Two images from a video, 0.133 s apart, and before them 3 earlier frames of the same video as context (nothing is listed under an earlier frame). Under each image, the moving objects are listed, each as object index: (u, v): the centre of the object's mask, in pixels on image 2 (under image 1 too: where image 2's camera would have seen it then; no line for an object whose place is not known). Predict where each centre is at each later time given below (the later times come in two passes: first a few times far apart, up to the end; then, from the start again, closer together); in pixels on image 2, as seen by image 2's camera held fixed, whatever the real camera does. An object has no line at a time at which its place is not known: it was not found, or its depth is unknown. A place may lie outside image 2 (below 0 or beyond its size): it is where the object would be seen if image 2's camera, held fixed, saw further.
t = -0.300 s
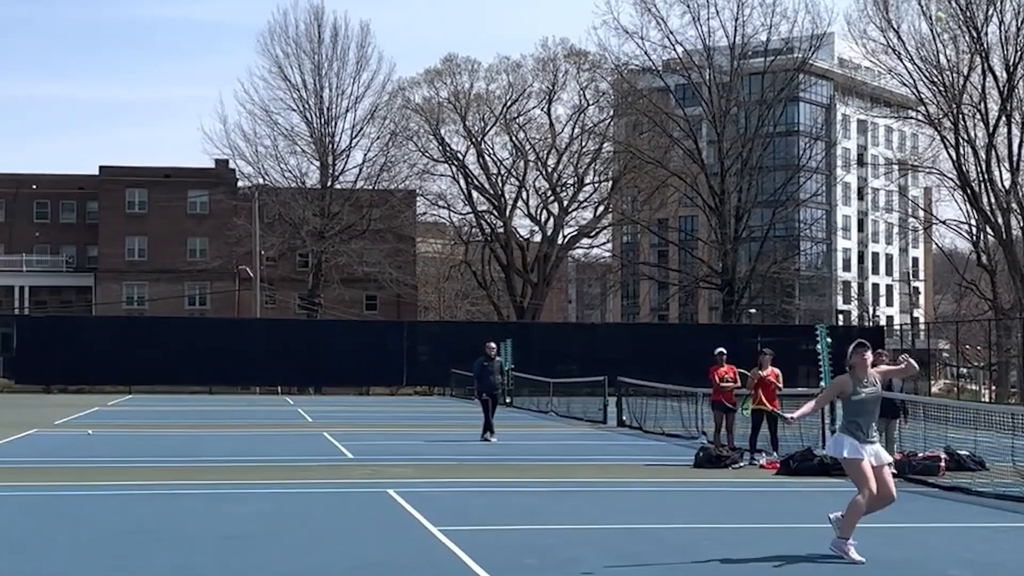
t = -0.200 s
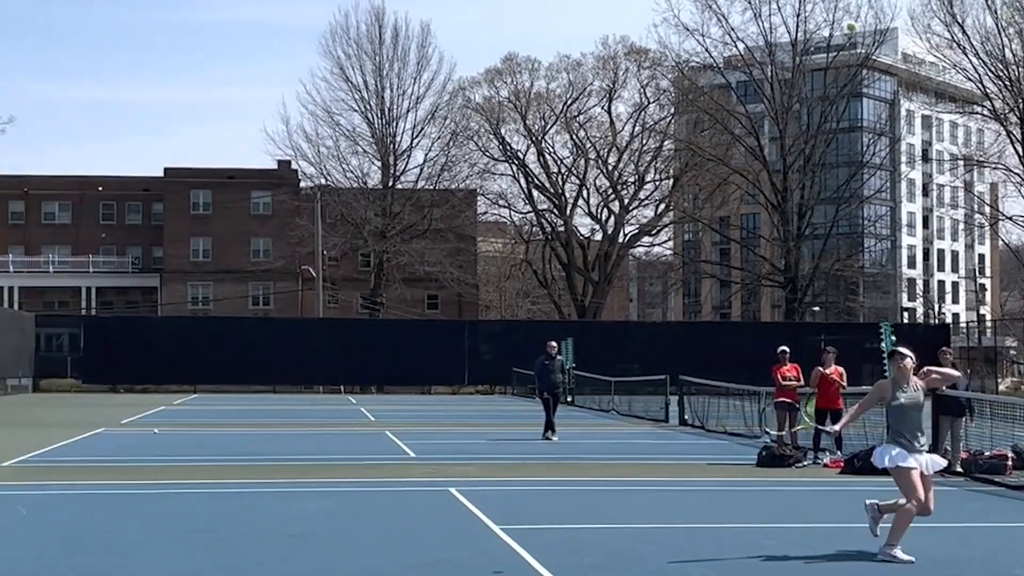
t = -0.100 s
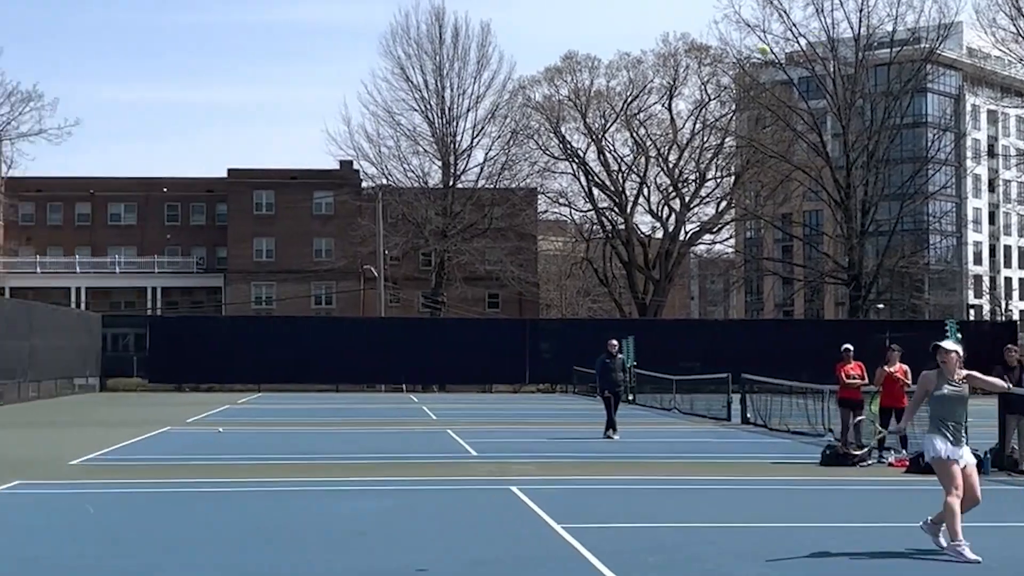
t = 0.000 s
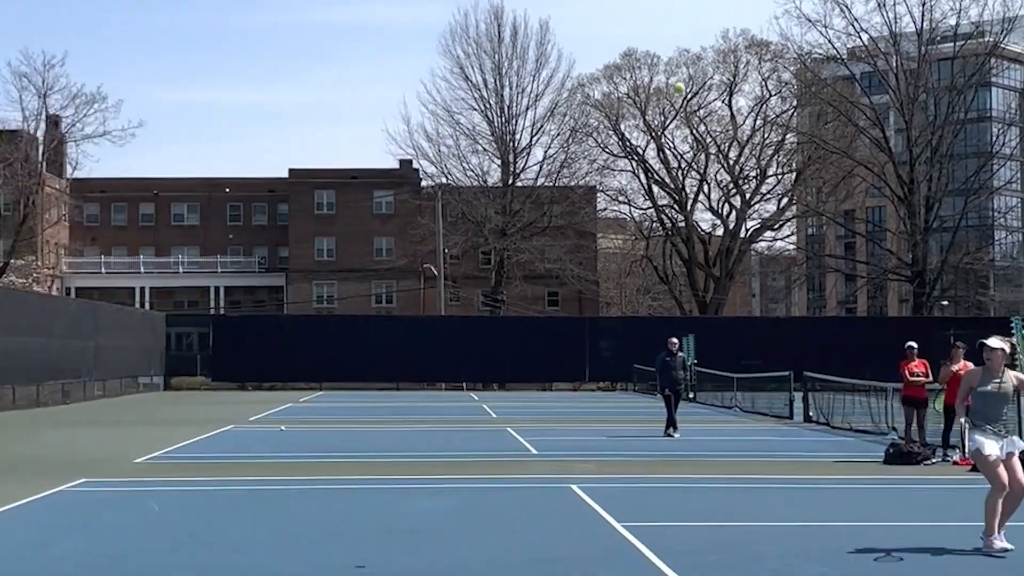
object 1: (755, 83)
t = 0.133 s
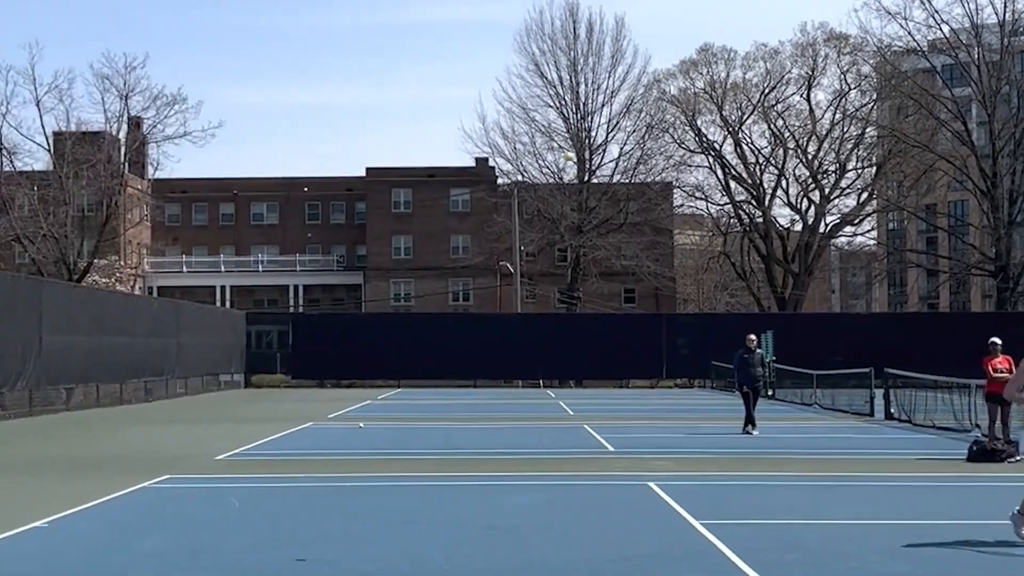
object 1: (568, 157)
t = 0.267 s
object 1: (394, 247)
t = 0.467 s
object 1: (145, 414)
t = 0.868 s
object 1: (-117, 370)
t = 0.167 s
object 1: (523, 178)
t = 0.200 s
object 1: (480, 199)
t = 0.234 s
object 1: (437, 223)
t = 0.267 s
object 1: (394, 247)
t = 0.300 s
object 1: (351, 272)
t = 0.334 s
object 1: (310, 299)
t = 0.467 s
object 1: (145, 414)
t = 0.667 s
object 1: (-39, 494)
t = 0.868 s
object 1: (-117, 370)
